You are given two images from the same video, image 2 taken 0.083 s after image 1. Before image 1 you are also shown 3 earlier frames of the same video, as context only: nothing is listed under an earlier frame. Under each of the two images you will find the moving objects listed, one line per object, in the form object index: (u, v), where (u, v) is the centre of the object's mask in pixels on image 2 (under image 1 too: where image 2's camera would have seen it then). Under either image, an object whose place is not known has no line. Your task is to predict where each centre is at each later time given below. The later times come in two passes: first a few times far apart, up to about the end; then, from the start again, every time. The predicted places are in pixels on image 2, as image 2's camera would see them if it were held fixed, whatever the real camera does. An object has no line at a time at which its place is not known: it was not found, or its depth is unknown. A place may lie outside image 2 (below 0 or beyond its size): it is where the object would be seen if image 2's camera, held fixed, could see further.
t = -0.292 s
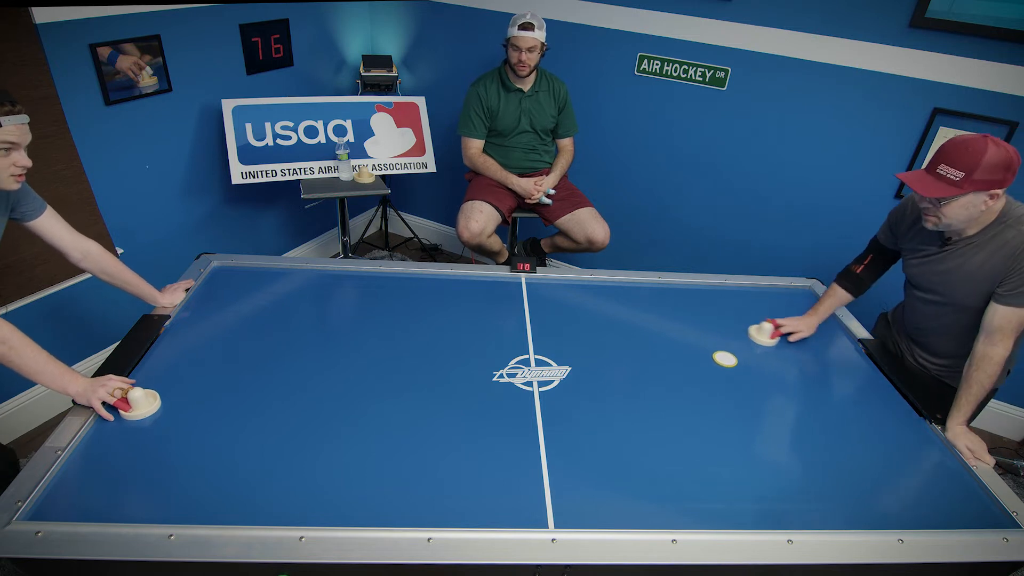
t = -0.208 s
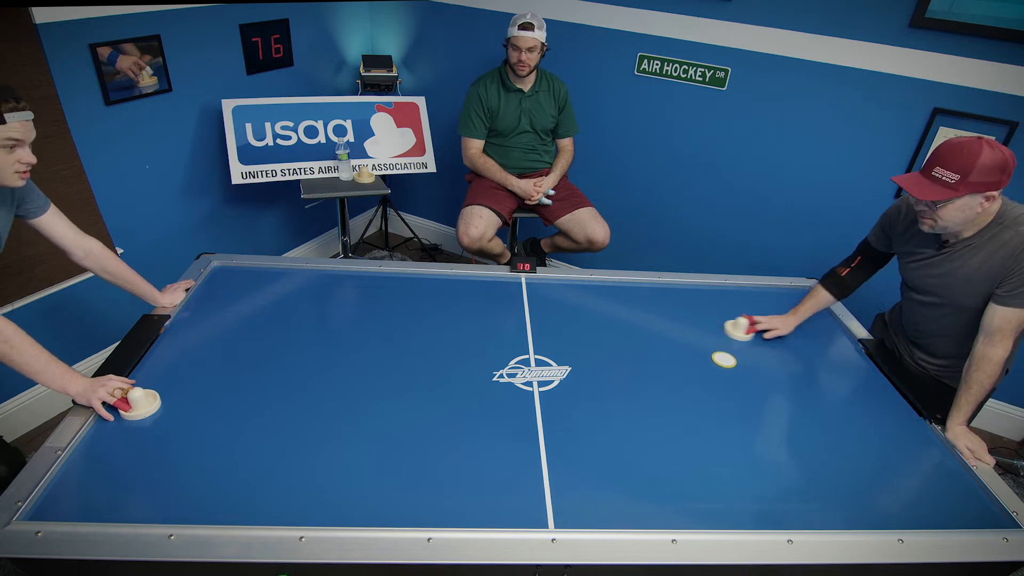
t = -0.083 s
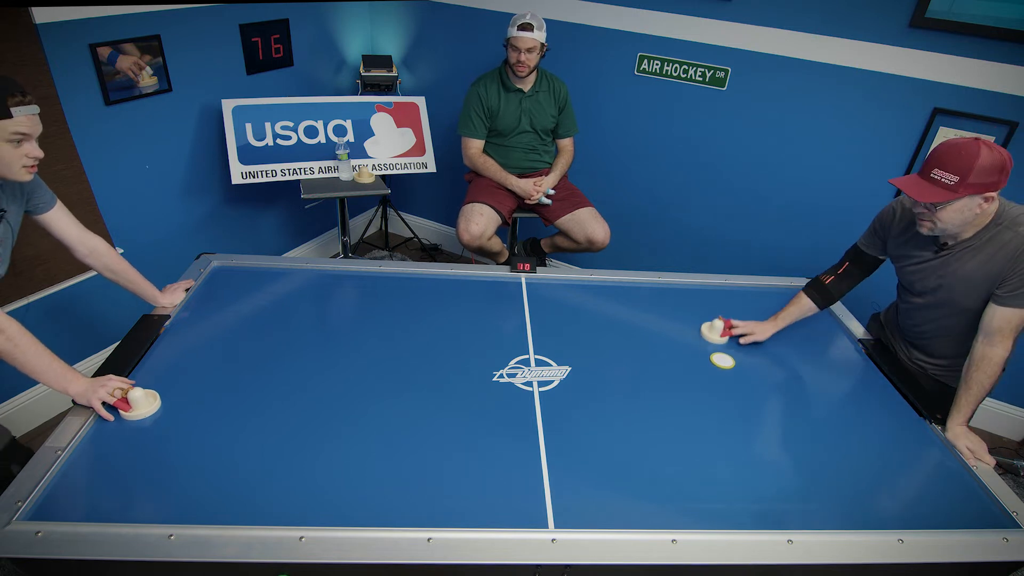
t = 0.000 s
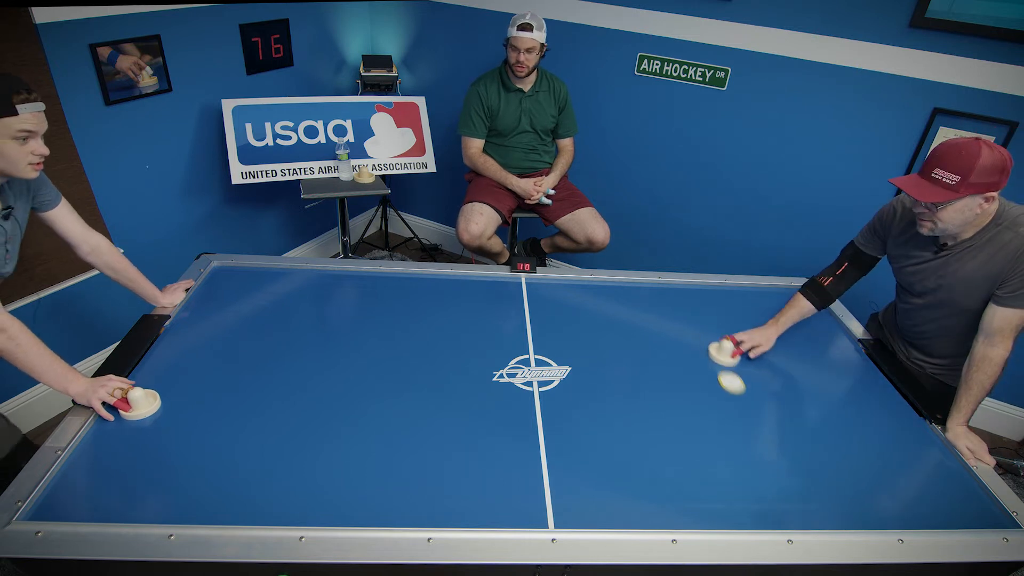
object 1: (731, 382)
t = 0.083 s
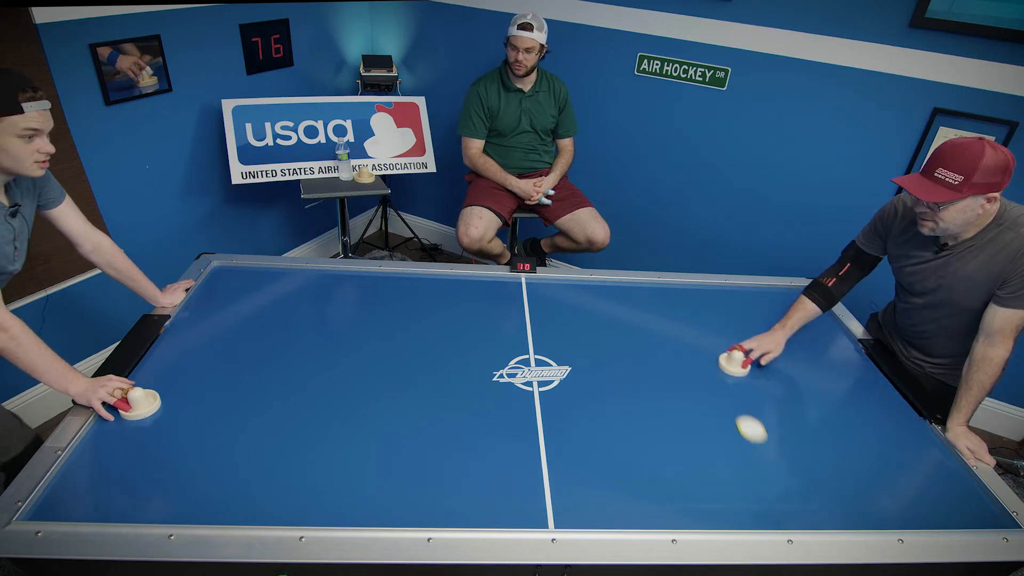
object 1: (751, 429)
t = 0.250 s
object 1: (777, 491)
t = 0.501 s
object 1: (719, 364)
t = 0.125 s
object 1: (762, 456)
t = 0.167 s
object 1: (775, 486)
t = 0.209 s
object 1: (788, 515)
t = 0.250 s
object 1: (777, 491)
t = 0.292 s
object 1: (765, 465)
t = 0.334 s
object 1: (754, 441)
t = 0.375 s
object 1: (744, 419)
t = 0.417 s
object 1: (735, 399)
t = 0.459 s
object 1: (727, 381)
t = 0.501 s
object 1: (719, 364)
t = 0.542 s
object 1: (711, 348)
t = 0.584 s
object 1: (705, 333)
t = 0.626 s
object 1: (698, 318)
